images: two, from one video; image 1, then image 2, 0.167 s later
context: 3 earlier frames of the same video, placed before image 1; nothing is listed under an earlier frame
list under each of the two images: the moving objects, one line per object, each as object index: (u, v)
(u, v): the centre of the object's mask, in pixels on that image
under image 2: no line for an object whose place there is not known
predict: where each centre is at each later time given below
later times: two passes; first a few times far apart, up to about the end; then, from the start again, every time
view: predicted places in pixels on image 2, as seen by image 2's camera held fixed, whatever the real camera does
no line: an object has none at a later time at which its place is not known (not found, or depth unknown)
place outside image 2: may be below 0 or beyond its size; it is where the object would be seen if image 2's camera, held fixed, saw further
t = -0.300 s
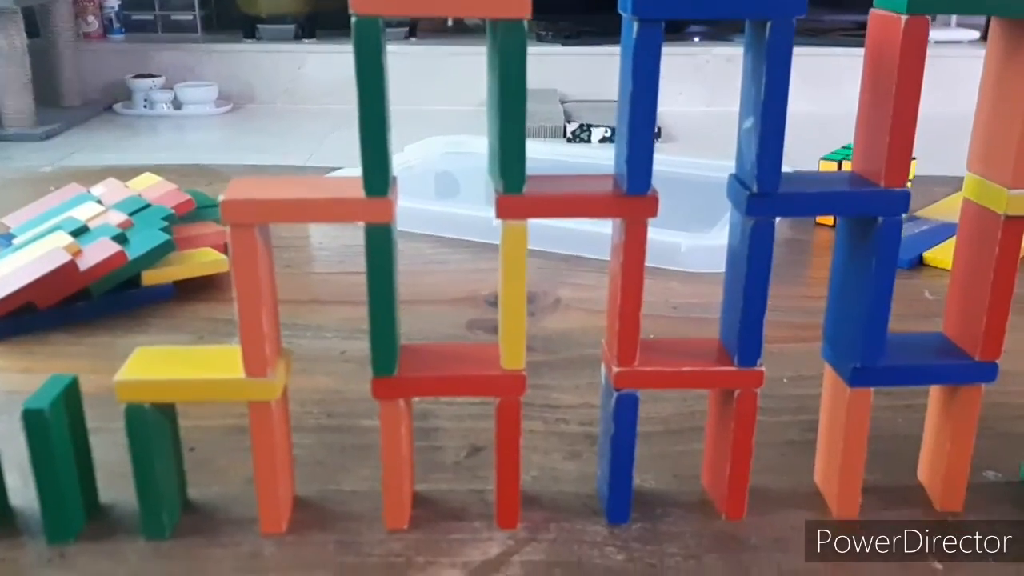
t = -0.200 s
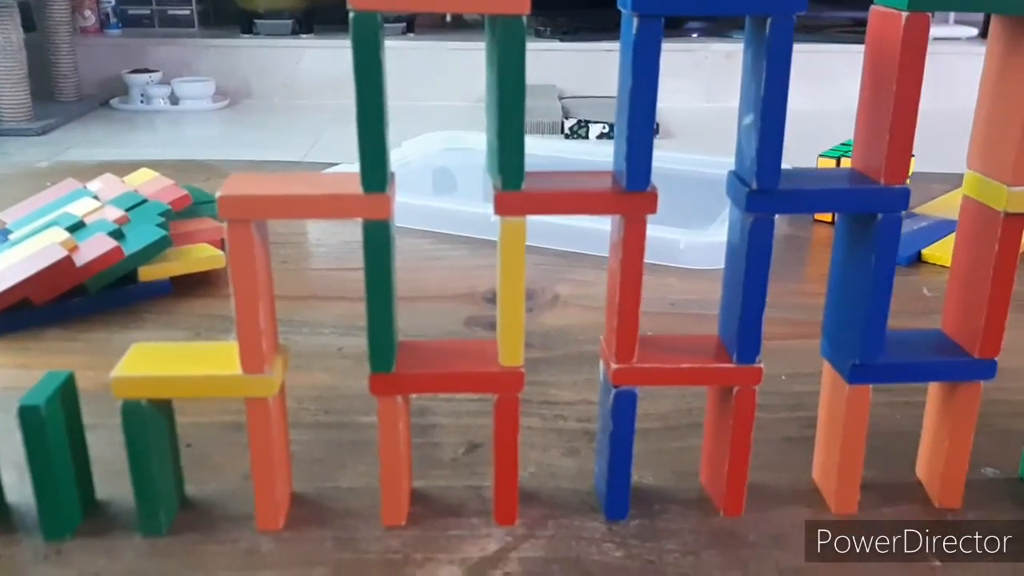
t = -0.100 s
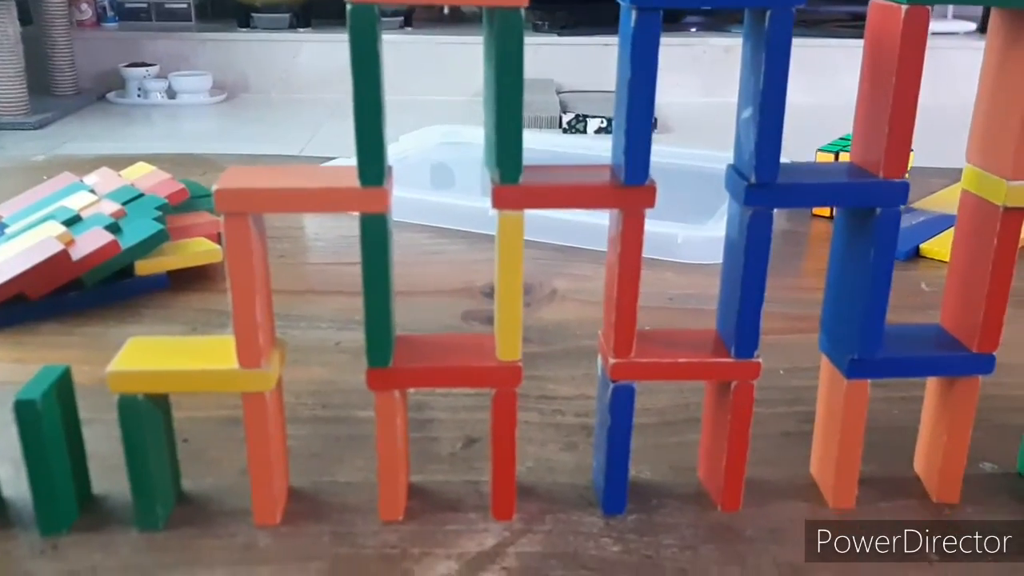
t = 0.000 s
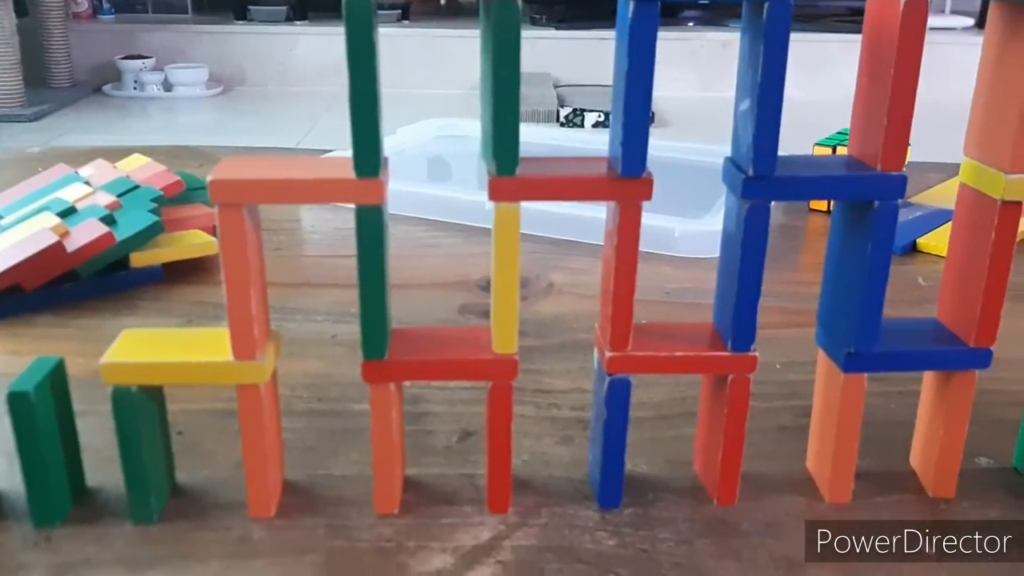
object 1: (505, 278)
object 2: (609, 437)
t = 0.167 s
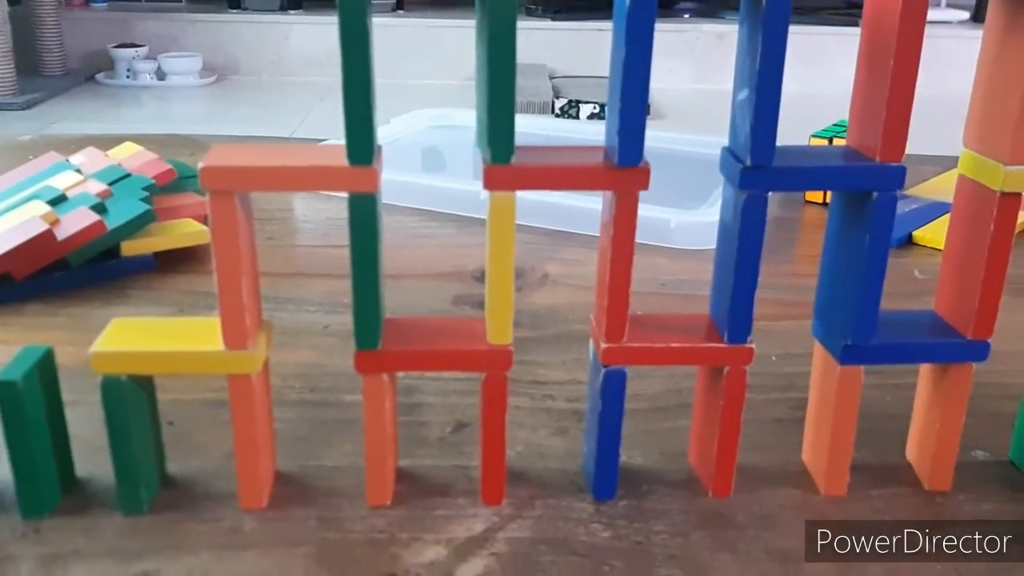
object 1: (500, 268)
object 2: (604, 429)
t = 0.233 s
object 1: (500, 267)
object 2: (604, 429)
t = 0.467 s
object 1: (501, 268)
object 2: (604, 429)
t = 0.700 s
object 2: (615, 431)
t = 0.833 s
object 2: (692, 466)
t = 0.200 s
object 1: (500, 268)
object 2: (604, 429)
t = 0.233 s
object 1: (500, 267)
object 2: (604, 429)
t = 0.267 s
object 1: (500, 268)
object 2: (604, 429)
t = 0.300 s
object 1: (500, 267)
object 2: (604, 430)
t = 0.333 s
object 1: (500, 268)
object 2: (604, 429)
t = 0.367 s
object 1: (500, 268)
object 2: (604, 429)
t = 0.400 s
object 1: (500, 267)
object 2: (604, 429)
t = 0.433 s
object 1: (501, 267)
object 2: (604, 429)
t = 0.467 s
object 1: (501, 268)
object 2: (604, 429)
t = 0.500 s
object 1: (500, 268)
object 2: (603, 429)
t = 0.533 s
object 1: (500, 268)
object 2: (604, 429)
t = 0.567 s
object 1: (503, 267)
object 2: (603, 428)
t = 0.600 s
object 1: (501, 267)
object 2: (603, 428)
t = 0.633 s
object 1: (496, 264)
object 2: (604, 429)
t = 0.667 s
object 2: (604, 429)
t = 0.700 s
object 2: (615, 431)
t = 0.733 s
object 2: (654, 425)
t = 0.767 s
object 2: (686, 439)
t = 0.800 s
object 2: (692, 460)
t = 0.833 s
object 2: (692, 466)
